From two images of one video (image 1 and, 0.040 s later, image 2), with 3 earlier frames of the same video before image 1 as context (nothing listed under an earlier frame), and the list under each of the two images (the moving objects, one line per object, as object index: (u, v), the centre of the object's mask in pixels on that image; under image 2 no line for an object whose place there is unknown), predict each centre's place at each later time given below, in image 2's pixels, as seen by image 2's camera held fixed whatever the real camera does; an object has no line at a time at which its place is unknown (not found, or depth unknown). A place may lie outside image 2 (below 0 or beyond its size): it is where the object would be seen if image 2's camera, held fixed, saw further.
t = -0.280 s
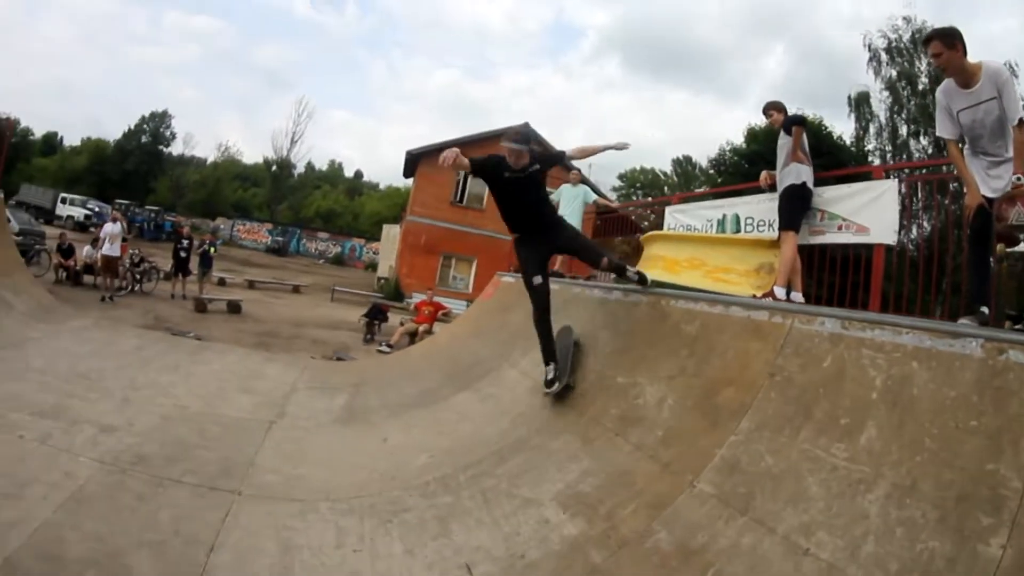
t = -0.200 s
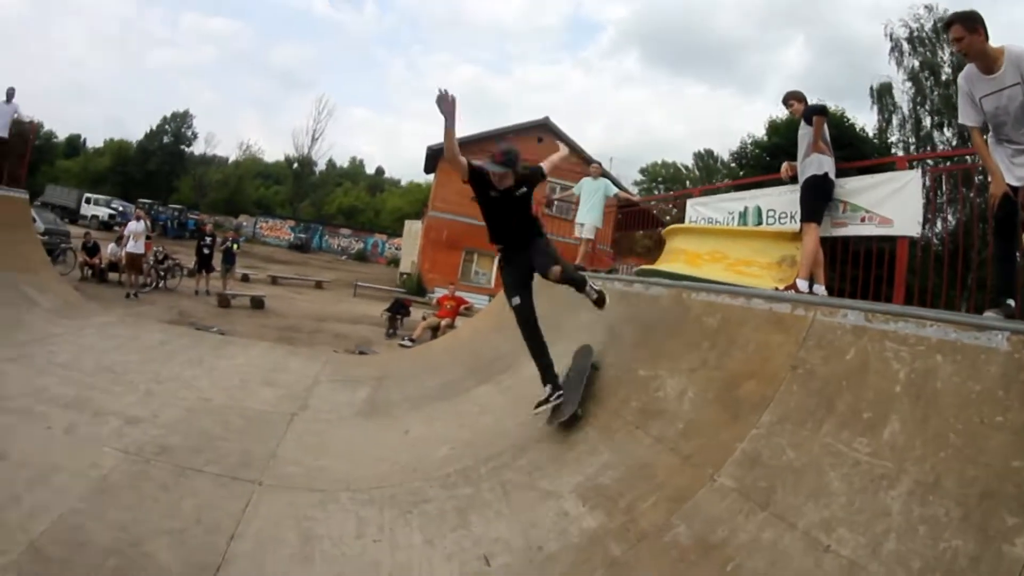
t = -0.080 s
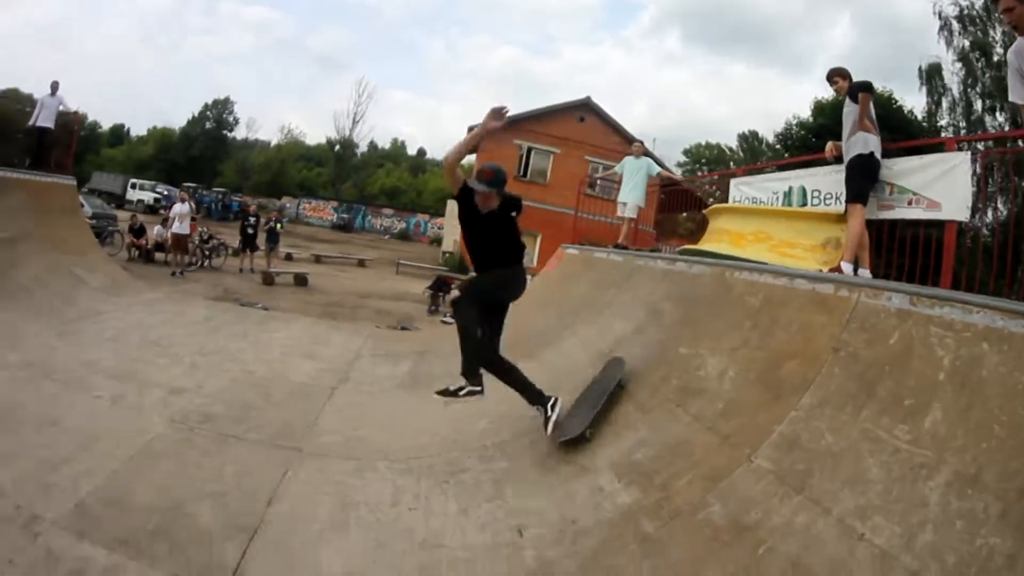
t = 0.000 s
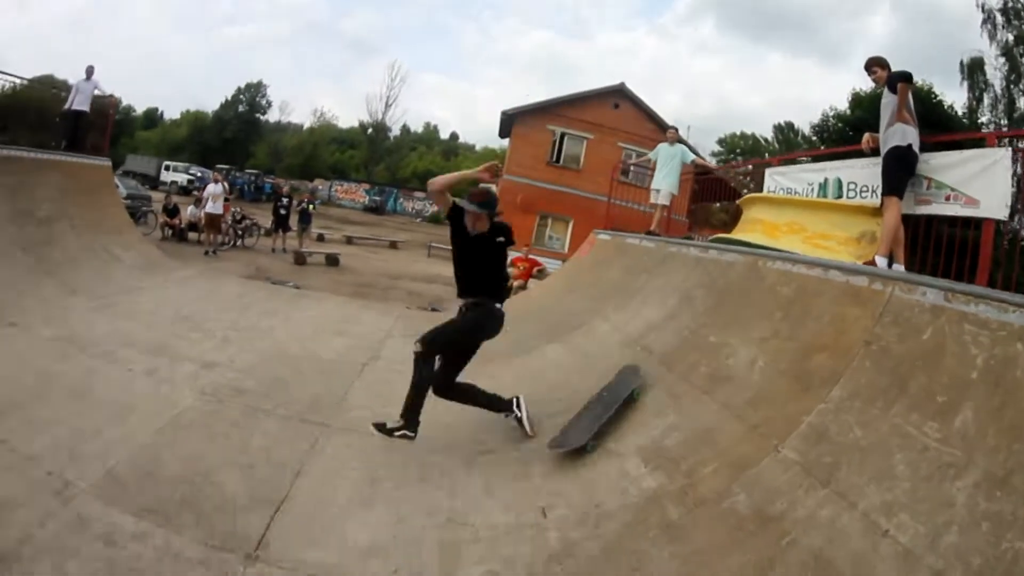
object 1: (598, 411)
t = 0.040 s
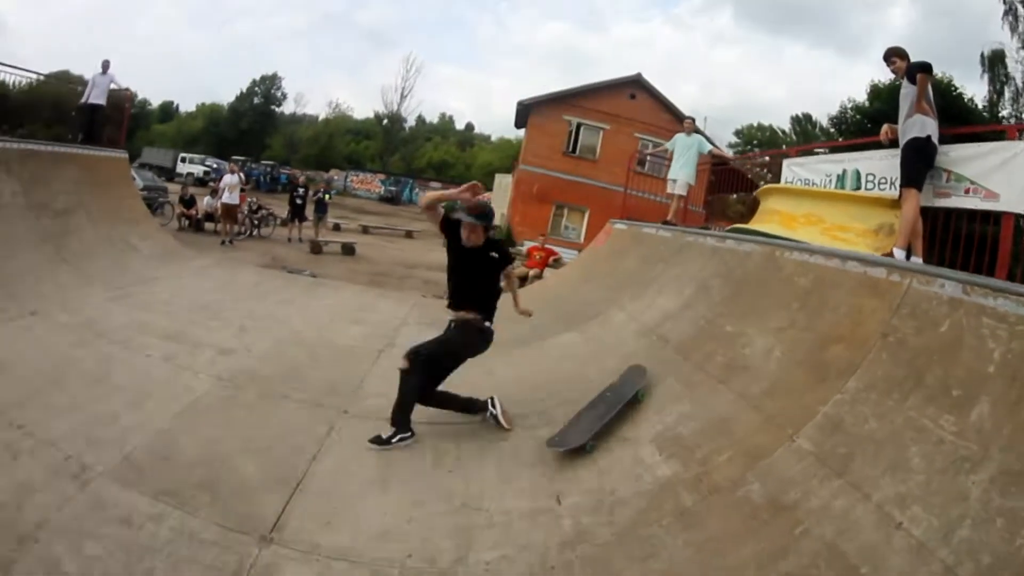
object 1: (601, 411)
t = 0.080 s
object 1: (585, 423)
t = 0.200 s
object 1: (528, 464)
